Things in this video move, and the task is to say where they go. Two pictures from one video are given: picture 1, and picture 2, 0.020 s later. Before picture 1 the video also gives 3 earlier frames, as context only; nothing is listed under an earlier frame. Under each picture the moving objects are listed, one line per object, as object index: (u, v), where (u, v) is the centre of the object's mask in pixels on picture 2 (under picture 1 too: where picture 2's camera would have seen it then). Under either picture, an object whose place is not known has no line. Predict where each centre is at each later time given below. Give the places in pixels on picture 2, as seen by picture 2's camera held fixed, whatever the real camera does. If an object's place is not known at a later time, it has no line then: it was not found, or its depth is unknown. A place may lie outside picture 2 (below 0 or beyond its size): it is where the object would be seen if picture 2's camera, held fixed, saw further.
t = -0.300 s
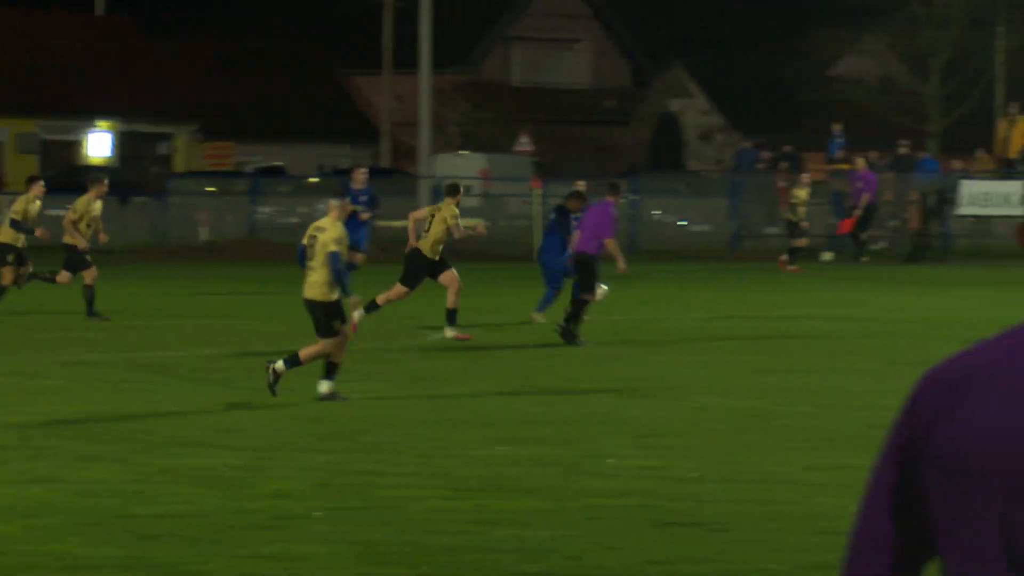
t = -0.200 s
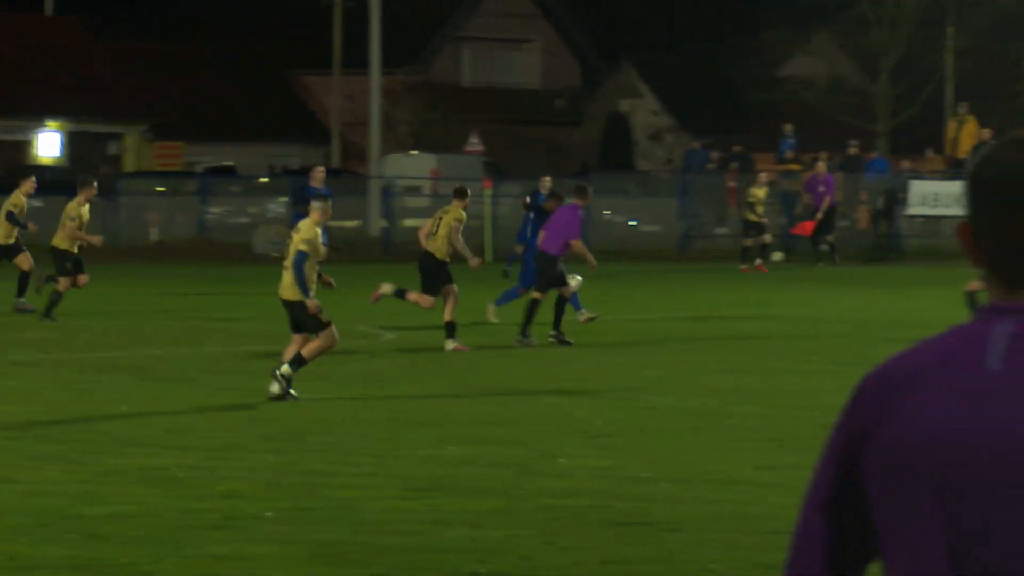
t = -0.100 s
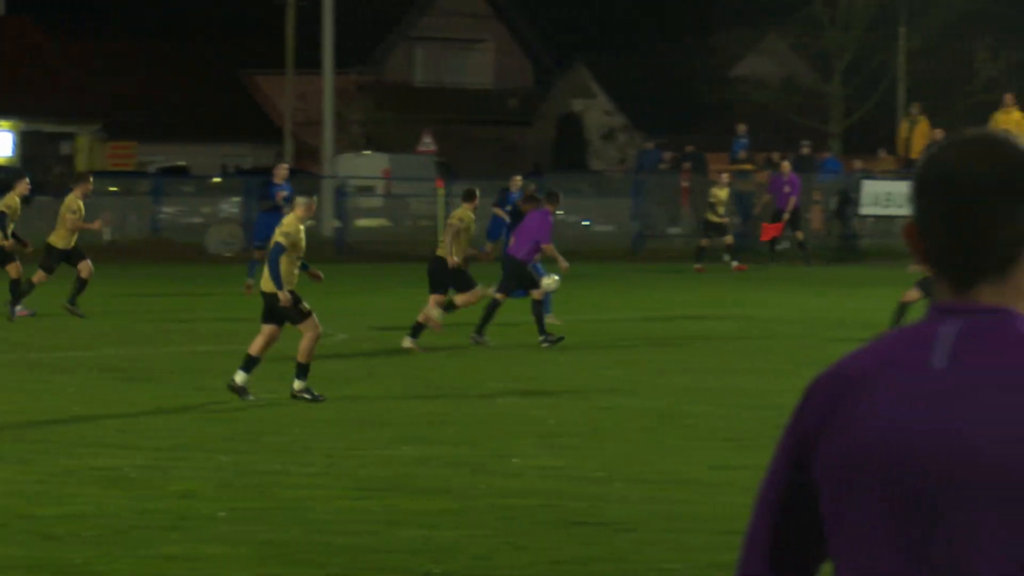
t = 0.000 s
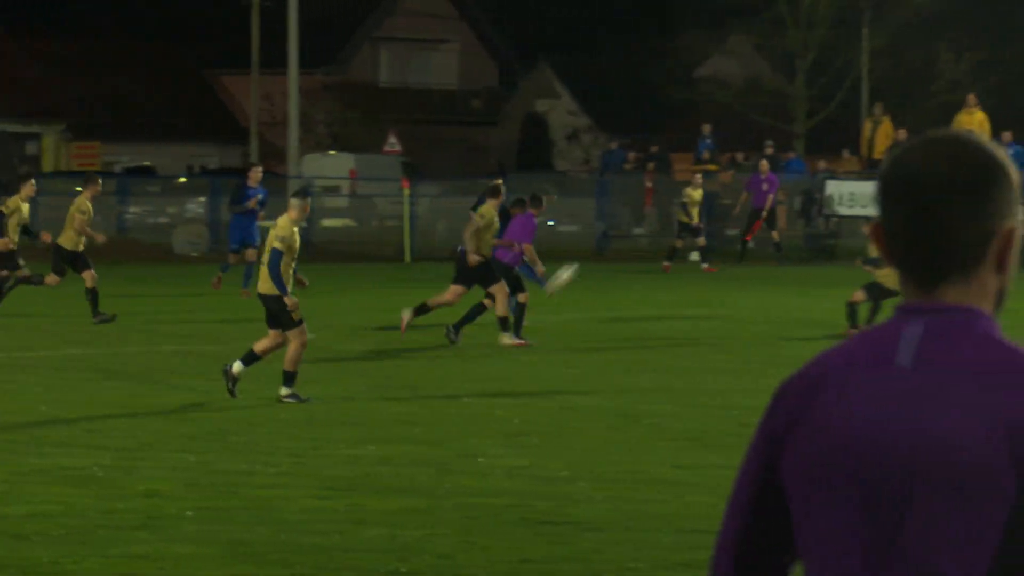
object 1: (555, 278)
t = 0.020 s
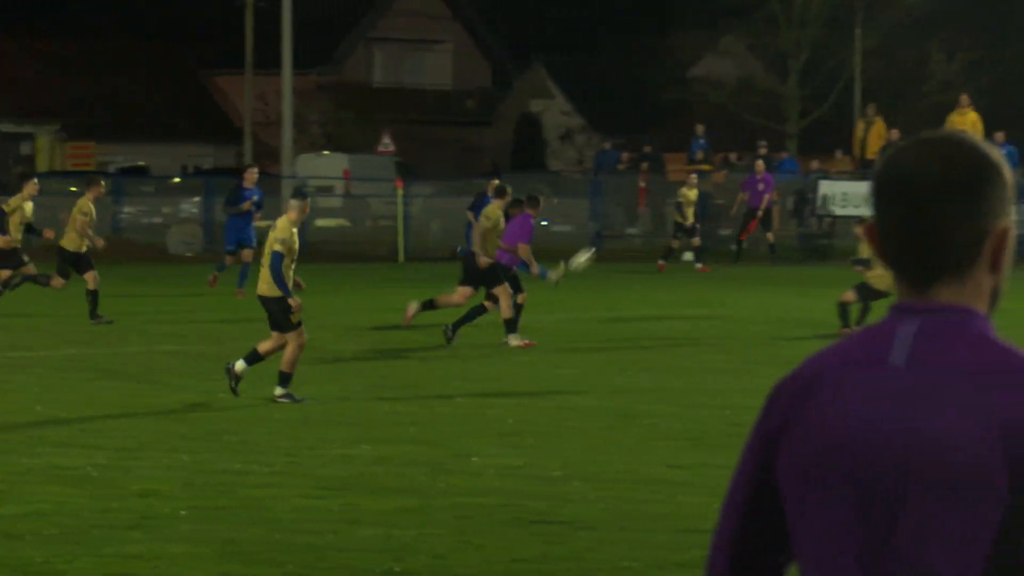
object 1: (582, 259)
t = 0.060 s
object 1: (629, 229)
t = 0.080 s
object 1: (651, 216)
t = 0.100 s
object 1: (673, 202)
